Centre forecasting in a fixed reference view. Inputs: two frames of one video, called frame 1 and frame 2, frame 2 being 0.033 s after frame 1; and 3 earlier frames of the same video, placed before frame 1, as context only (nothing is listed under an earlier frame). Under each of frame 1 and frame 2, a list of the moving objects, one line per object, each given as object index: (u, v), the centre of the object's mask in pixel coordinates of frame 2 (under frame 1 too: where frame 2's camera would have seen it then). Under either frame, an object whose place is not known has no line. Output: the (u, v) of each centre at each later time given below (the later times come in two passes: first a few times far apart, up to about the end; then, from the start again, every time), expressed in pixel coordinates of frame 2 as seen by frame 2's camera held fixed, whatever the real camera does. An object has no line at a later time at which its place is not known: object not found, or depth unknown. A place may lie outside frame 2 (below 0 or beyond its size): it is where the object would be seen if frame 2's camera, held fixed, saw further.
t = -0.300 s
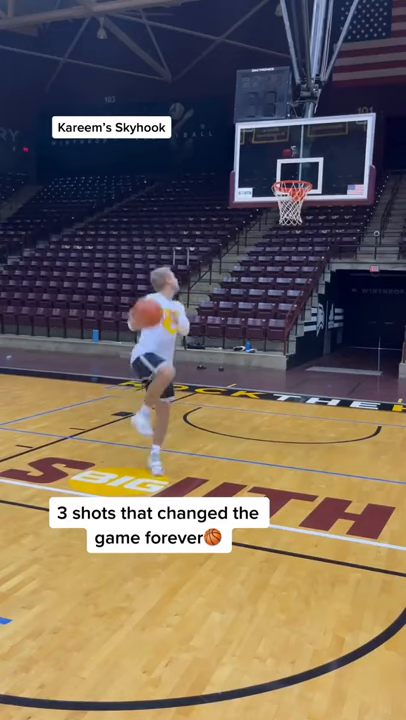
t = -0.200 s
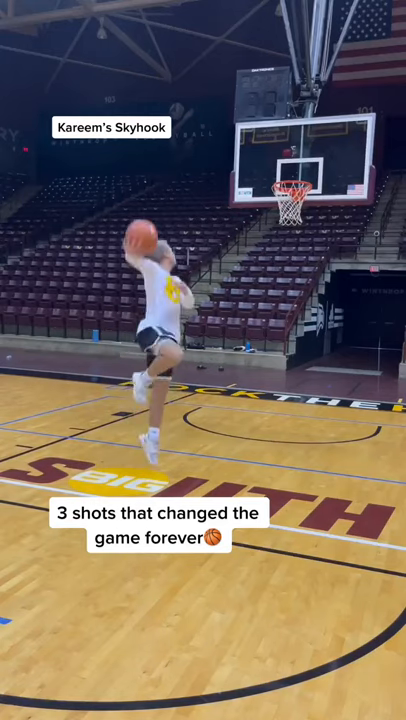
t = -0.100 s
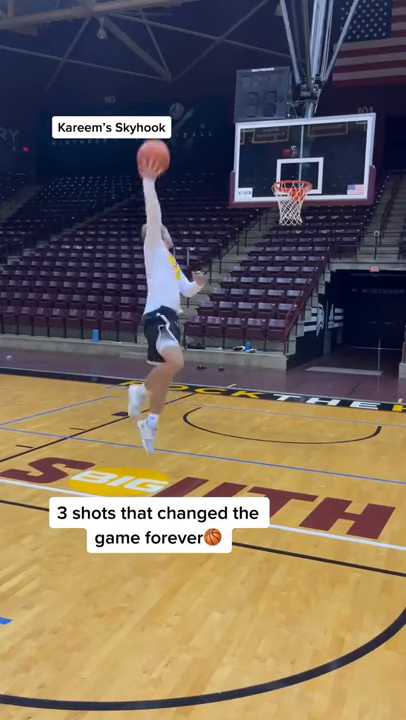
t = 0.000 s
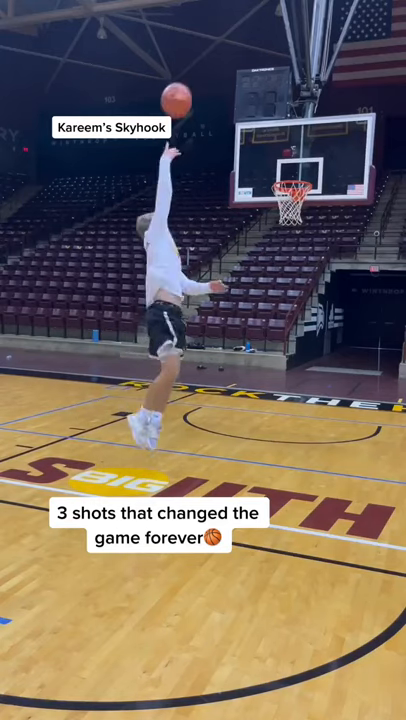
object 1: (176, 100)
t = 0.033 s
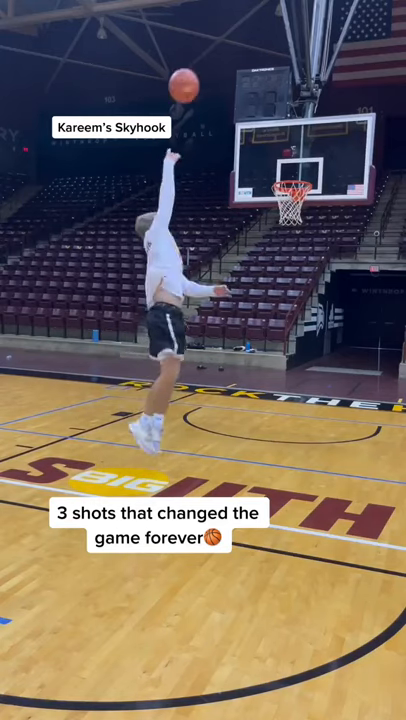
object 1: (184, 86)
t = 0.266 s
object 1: (226, 33)
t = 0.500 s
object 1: (256, 46)
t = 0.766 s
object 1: (280, 113)
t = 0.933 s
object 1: (290, 174)
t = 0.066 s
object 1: (191, 73)
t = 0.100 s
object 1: (197, 62)
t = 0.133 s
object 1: (204, 53)
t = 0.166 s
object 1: (209, 46)
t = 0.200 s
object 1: (215, 41)
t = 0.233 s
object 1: (221, 36)
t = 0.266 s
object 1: (226, 33)
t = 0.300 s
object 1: (231, 32)
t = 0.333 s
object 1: (236, 32)
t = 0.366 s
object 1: (240, 32)
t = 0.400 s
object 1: (244, 34)
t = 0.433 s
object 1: (249, 37)
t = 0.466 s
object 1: (252, 41)
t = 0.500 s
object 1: (256, 46)
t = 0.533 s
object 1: (260, 52)
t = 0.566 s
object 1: (263, 58)
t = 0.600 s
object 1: (266, 66)
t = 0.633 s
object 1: (269, 74)
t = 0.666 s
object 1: (272, 83)
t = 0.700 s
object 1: (275, 93)
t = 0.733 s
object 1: (277, 102)
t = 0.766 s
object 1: (280, 113)
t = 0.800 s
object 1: (282, 126)
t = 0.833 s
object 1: (283, 137)
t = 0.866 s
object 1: (286, 149)
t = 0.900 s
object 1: (288, 163)
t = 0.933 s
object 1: (290, 174)
